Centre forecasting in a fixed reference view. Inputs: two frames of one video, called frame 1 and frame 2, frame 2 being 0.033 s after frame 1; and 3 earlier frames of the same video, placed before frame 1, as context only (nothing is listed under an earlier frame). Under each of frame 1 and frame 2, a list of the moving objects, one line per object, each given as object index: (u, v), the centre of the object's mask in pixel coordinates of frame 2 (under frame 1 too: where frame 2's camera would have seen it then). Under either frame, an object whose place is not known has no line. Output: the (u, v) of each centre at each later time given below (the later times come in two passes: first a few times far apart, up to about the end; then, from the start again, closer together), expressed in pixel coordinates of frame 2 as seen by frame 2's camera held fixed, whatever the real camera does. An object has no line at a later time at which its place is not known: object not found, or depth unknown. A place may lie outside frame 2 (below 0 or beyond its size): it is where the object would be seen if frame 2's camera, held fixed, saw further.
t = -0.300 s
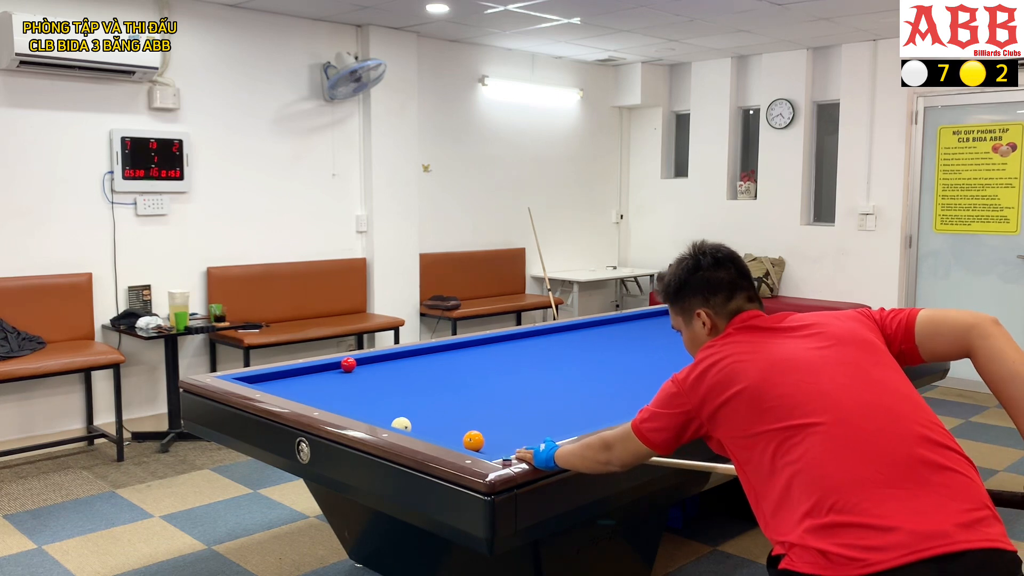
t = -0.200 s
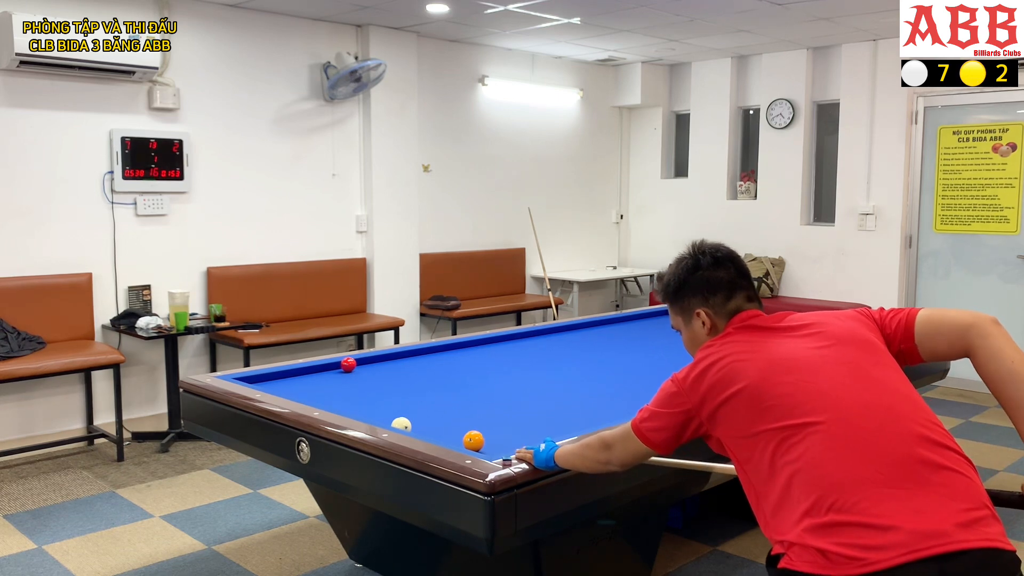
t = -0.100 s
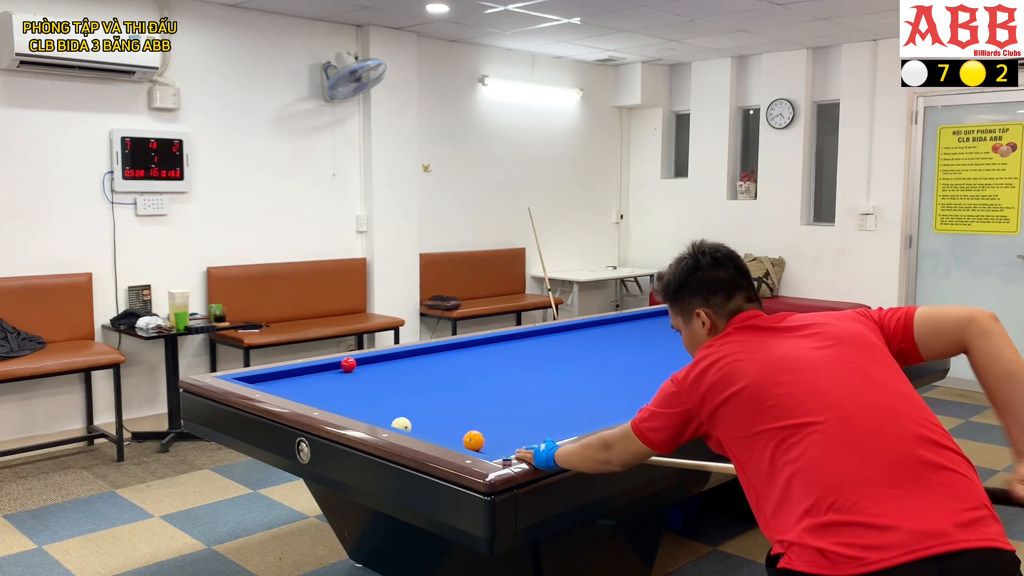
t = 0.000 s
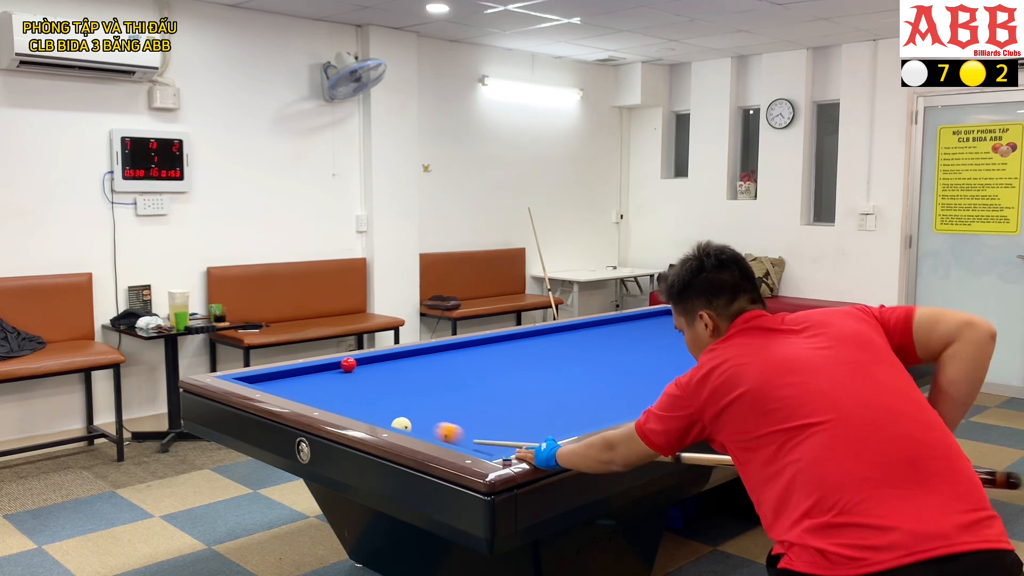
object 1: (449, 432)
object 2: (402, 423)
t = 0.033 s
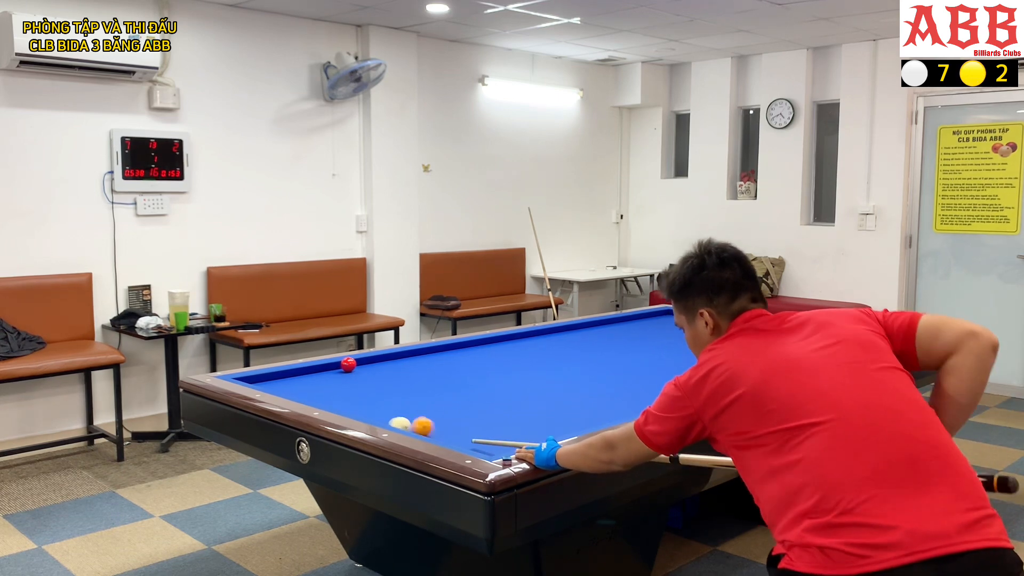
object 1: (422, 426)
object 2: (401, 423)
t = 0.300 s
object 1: (451, 390)
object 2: (424, 393)
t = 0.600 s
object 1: (480, 366)
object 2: (441, 369)
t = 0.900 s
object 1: (503, 348)
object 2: (455, 351)
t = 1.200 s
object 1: (528, 334)
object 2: (499, 342)
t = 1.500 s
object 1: (605, 328)
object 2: (566, 339)
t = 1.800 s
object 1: (672, 322)
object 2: (629, 336)
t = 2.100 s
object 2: (689, 333)
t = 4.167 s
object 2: (734, 347)
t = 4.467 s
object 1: (697, 393)
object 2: (689, 348)
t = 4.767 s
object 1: (653, 401)
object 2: (644, 348)
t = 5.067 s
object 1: (608, 406)
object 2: (600, 349)
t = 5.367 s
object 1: (561, 412)
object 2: (557, 350)
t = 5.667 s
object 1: (513, 418)
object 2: (515, 350)
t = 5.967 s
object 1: (463, 424)
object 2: (473, 351)
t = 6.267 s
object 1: (413, 427)
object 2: (431, 352)
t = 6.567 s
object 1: (421, 421)
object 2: (407, 354)
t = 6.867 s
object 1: (430, 412)
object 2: (398, 359)
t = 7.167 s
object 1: (437, 404)
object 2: (389, 364)
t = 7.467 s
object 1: (444, 397)
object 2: (380, 368)
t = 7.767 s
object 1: (450, 390)
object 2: (371, 373)
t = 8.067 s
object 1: (455, 384)
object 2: (362, 377)
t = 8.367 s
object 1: (460, 379)
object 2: (353, 382)
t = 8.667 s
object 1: (464, 374)
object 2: (344, 387)
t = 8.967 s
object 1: (468, 370)
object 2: (336, 391)
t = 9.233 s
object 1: (471, 366)
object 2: (328, 396)
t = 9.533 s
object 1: (475, 362)
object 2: (320, 399)
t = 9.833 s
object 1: (477, 359)
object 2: (324, 400)
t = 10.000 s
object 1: (479, 357)
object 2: (330, 400)
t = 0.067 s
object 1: (425, 421)
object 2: (402, 420)
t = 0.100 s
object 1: (429, 416)
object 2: (405, 417)
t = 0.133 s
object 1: (433, 411)
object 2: (409, 412)
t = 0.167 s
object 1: (437, 406)
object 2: (413, 407)
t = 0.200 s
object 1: (440, 402)
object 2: (416, 403)
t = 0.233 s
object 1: (444, 398)
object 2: (419, 400)
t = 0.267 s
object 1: (448, 394)
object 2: (422, 396)
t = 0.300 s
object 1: (451, 390)
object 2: (424, 393)
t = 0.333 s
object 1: (455, 387)
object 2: (427, 389)
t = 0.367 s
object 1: (458, 384)
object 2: (429, 386)
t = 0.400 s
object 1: (461, 381)
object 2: (431, 384)
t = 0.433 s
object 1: (465, 378)
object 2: (433, 381)
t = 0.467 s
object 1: (468, 376)
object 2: (434, 379)
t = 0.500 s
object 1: (471, 373)
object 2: (436, 376)
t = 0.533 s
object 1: (474, 371)
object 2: (438, 374)
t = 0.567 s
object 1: (477, 368)
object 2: (440, 371)
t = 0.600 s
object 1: (480, 366)
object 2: (441, 369)
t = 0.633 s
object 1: (483, 364)
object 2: (443, 367)
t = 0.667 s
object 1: (486, 362)
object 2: (444, 365)
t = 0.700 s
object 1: (489, 360)
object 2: (446, 363)
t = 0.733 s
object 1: (491, 357)
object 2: (447, 361)
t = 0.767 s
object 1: (494, 355)
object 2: (449, 359)
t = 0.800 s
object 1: (496, 353)
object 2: (450, 357)
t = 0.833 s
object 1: (499, 352)
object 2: (452, 355)
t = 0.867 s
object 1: (501, 350)
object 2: (453, 353)
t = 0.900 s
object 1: (503, 348)
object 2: (455, 351)
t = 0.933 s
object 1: (506, 346)
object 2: (456, 349)
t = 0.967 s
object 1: (508, 344)
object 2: (457, 348)
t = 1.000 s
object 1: (510, 343)
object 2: (458, 346)
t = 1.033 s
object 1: (513, 341)
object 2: (459, 344)
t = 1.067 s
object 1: (514, 339)
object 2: (466, 344)
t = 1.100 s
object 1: (516, 338)
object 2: (475, 343)
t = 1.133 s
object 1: (518, 336)
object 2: (483, 343)
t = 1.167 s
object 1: (520, 335)
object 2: (491, 343)
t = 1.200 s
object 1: (528, 334)
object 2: (499, 342)
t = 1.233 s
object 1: (538, 333)
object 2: (507, 342)
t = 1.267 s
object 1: (547, 332)
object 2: (514, 342)
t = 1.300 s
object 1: (556, 332)
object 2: (522, 341)
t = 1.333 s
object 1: (565, 331)
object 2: (529, 341)
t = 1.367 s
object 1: (573, 330)
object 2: (537, 340)
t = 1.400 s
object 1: (581, 330)
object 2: (544, 340)
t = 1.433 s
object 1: (589, 329)
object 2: (551, 340)
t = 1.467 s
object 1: (597, 328)
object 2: (559, 339)
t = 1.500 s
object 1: (605, 328)
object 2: (566, 339)
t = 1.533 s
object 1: (612, 327)
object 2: (573, 339)
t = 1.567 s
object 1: (620, 326)
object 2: (580, 338)
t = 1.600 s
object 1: (628, 326)
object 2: (588, 338)
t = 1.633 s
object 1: (635, 325)
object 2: (595, 337)
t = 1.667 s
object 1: (643, 324)
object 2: (602, 337)
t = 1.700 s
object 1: (650, 324)
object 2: (609, 337)
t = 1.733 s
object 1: (657, 323)
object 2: (616, 336)
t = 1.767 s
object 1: (665, 322)
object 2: (623, 336)
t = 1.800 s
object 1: (672, 322)
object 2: (629, 336)
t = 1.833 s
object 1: (679, 322)
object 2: (636, 335)
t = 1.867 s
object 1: (685, 321)
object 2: (643, 335)
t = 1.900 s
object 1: (692, 320)
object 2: (650, 335)
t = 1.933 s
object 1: (699, 320)
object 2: (656, 334)
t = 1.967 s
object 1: (706, 319)
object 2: (663, 334)
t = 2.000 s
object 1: (712, 318)
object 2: (670, 334)
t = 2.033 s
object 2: (676, 333)
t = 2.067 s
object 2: (683, 333)
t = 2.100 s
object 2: (689, 333)
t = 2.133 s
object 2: (696, 332)
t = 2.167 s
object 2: (702, 332)
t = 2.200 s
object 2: (707, 331)
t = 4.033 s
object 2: (760, 344)
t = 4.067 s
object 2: (754, 344)
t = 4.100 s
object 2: (748, 345)
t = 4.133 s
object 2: (741, 346)
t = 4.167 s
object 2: (734, 347)
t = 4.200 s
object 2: (729, 347)
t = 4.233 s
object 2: (724, 347)
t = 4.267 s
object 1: (710, 387)
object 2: (719, 347)
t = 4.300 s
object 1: (707, 388)
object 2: (714, 347)
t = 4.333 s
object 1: (707, 389)
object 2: (709, 347)
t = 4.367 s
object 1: (706, 390)
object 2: (704, 348)
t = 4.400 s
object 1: (705, 391)
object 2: (699, 348)
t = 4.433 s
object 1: (702, 392)
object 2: (694, 348)
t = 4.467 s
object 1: (697, 393)
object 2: (689, 348)
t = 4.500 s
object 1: (692, 393)
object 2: (684, 348)
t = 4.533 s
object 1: (687, 395)
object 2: (679, 348)
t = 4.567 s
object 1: (682, 395)
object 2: (674, 348)
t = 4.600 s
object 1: (678, 396)
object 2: (669, 348)
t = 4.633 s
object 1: (673, 397)
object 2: (664, 348)
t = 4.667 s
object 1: (668, 398)
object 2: (659, 348)
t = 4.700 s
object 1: (663, 399)
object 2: (654, 348)
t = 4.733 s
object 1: (658, 400)
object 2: (649, 348)
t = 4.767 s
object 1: (653, 401)
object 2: (644, 348)
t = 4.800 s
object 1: (648, 401)
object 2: (639, 348)
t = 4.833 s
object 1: (643, 402)
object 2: (634, 348)
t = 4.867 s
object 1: (638, 403)
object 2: (630, 349)
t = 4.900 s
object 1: (633, 403)
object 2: (625, 348)
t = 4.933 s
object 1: (628, 404)
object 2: (620, 349)
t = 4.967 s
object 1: (623, 404)
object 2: (615, 349)
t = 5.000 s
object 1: (618, 405)
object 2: (610, 349)
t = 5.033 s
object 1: (613, 406)
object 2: (605, 349)
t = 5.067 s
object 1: (608, 406)
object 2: (600, 349)
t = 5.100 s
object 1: (603, 407)
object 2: (596, 349)
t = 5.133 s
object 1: (597, 407)
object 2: (591, 349)
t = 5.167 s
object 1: (592, 408)
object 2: (586, 349)
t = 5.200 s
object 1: (587, 409)
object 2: (581, 349)
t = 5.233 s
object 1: (582, 410)
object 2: (576, 349)
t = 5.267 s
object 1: (577, 410)
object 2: (571, 349)
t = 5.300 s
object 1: (571, 411)
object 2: (567, 349)
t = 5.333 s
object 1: (566, 412)
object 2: (562, 349)
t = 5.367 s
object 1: (561, 412)
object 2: (557, 350)
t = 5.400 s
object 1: (556, 413)
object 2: (552, 350)
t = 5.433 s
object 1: (550, 413)
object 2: (548, 350)
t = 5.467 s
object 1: (545, 414)
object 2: (543, 350)
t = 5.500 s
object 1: (540, 415)
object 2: (538, 350)
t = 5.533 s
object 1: (534, 415)
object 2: (533, 350)
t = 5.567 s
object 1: (529, 416)
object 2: (529, 350)
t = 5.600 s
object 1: (524, 417)
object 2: (524, 350)
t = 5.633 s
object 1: (518, 417)
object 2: (520, 350)
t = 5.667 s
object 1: (513, 418)
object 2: (515, 350)
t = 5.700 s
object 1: (508, 419)
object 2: (510, 350)
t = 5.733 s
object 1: (502, 419)
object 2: (505, 350)
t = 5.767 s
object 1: (496, 420)
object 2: (501, 350)
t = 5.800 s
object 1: (491, 421)
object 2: (496, 350)
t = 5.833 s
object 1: (486, 422)
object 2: (491, 351)
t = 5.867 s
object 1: (480, 422)
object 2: (487, 350)
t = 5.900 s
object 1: (474, 423)
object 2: (482, 351)
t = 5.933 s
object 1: (469, 424)
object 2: (477, 351)
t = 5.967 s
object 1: (463, 424)
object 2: (473, 351)
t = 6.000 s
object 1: (458, 425)
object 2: (468, 351)
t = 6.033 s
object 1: (452, 426)
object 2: (463, 351)
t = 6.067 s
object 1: (446, 427)
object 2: (459, 351)
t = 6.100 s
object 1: (441, 427)
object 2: (454, 351)
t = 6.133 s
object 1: (435, 428)
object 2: (449, 351)
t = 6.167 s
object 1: (430, 428)
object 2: (445, 352)
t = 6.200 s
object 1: (424, 428)
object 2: (440, 351)
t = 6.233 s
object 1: (419, 428)
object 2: (436, 351)
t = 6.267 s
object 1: (413, 427)
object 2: (431, 352)
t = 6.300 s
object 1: (414, 427)
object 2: (426, 352)
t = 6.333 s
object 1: (415, 426)
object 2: (422, 352)
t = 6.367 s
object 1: (416, 426)
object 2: (417, 352)
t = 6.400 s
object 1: (417, 425)
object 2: (413, 352)
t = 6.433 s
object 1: (418, 425)
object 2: (410, 352)
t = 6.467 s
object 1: (419, 424)
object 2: (410, 353)
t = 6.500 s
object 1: (420, 423)
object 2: (409, 353)
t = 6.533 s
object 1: (420, 422)
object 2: (408, 354)
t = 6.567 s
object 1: (421, 421)
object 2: (407, 354)
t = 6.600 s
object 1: (422, 420)
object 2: (406, 355)
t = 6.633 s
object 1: (424, 419)
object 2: (405, 355)
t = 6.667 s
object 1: (424, 418)
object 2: (404, 356)
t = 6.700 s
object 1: (425, 417)
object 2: (403, 356)
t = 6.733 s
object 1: (426, 416)
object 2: (402, 357)
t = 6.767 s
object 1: (427, 415)
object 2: (401, 357)
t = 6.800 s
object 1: (428, 414)
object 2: (400, 358)
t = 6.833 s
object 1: (429, 413)
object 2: (399, 358)
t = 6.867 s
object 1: (430, 412)
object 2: (398, 359)
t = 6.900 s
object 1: (431, 411)
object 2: (397, 360)
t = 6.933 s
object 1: (431, 410)
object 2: (396, 360)
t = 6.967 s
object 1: (432, 409)
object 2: (395, 361)
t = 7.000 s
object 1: (433, 408)
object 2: (394, 361)
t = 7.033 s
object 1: (434, 407)
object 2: (393, 361)
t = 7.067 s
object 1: (435, 407)
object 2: (392, 362)
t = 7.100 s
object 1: (435, 405)
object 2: (391, 363)
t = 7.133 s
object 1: (436, 405)
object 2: (390, 363)
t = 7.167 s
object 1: (437, 404)
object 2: (389, 364)
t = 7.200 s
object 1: (438, 403)
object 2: (388, 364)
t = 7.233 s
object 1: (439, 402)
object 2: (387, 365)
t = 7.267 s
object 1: (439, 401)
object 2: (386, 365)
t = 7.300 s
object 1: (440, 400)
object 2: (385, 365)
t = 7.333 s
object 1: (441, 400)
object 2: (384, 366)
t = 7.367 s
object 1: (442, 399)
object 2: (383, 367)
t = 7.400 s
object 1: (442, 398)
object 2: (382, 367)
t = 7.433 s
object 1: (443, 397)
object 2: (381, 368)
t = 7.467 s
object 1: (444, 397)
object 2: (380, 368)
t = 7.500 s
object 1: (444, 396)
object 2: (379, 369)
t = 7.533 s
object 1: (445, 395)
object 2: (378, 369)
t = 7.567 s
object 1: (446, 394)
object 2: (377, 370)
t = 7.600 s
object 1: (446, 394)
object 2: (376, 370)
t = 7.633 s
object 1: (447, 393)
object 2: (375, 371)
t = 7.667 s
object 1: (448, 392)
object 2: (374, 371)
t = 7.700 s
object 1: (448, 391)
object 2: (373, 372)
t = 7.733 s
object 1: (449, 391)
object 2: (372, 372)
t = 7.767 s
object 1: (450, 390)
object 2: (371, 373)
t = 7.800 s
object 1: (450, 389)
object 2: (370, 373)
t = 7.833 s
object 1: (451, 389)
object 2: (369, 374)
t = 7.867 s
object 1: (452, 388)
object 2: (368, 374)
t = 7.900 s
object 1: (452, 387)
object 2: (367, 375)
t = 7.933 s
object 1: (453, 387)
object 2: (366, 375)
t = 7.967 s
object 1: (453, 386)
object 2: (365, 376)
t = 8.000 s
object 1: (454, 386)
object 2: (364, 376)
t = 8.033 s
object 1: (454, 385)
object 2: (363, 377)
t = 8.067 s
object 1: (455, 384)
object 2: (362, 377)
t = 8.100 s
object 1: (456, 384)
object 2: (361, 378)
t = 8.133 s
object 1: (456, 383)
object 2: (360, 378)
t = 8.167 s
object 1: (457, 382)
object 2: (359, 379)
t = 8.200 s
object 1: (457, 382)
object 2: (358, 380)
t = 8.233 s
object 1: (458, 381)
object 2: (357, 380)
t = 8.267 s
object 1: (458, 380)
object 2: (356, 381)
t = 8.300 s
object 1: (459, 380)
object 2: (355, 381)
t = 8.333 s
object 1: (459, 379)
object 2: (354, 382)
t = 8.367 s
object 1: (460, 379)
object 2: (353, 382)
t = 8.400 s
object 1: (460, 378)
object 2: (352, 383)
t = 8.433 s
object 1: (461, 378)
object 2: (351, 383)
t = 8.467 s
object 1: (461, 377)
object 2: (350, 384)
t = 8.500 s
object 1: (462, 377)
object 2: (349, 384)
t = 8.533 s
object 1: (462, 376)
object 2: (348, 385)
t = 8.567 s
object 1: (463, 376)
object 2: (347, 385)
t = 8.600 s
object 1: (463, 375)
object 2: (346, 386)
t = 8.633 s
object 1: (464, 374)
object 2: (345, 386)
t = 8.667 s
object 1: (464, 374)
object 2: (344, 387)
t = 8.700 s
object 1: (464, 374)
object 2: (343, 387)
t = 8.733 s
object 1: (465, 373)
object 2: (342, 388)
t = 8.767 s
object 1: (466, 373)
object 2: (341, 389)
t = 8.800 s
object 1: (466, 372)
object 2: (340, 389)
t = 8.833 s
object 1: (466, 371)
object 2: (339, 390)
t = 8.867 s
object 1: (467, 371)
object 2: (338, 390)
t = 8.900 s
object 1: (467, 371)
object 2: (338, 391)
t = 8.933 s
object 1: (468, 370)
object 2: (336, 391)
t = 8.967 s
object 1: (468, 370)
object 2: (336, 391)
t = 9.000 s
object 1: (469, 369)
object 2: (335, 392)
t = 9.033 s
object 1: (469, 369)
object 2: (334, 393)
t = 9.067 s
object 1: (469, 368)
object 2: (333, 393)
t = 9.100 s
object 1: (470, 368)
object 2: (332, 394)
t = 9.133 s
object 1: (470, 367)
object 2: (331, 394)
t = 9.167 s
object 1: (471, 367)
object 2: (330, 395)
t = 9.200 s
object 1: (471, 367)
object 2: (329, 396)
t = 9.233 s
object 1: (471, 366)
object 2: (328, 396)
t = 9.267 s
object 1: (472, 366)
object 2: (327, 397)
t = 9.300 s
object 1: (472, 365)
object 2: (326, 397)
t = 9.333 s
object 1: (472, 365)
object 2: (326, 397)
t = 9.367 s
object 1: (473, 365)
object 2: (325, 398)
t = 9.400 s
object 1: (473, 364)
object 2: (324, 397)
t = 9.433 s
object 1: (474, 364)
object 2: (323, 398)
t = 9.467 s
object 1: (474, 363)
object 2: (322, 398)
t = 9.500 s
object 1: (474, 363)
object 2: (321, 398)
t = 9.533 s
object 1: (475, 362)
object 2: (320, 399)
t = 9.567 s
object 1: (475, 362)
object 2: (319, 399)
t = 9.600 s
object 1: (475, 362)
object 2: (318, 399)
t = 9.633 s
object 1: (476, 361)
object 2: (317, 399)
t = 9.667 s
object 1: (476, 361)
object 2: (317, 399)
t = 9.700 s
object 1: (476, 361)
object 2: (319, 399)
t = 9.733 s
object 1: (477, 360)
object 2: (320, 399)
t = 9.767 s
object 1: (477, 360)
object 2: (321, 399)
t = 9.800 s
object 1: (477, 360)
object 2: (323, 400)
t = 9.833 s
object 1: (477, 359)
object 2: (324, 400)
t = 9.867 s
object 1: (478, 359)
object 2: (326, 400)
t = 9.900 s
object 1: (478, 358)
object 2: (327, 400)
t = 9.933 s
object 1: (479, 358)
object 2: (328, 400)
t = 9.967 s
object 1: (479, 358)
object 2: (329, 400)
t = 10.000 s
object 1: (479, 357)
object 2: (330, 400)
